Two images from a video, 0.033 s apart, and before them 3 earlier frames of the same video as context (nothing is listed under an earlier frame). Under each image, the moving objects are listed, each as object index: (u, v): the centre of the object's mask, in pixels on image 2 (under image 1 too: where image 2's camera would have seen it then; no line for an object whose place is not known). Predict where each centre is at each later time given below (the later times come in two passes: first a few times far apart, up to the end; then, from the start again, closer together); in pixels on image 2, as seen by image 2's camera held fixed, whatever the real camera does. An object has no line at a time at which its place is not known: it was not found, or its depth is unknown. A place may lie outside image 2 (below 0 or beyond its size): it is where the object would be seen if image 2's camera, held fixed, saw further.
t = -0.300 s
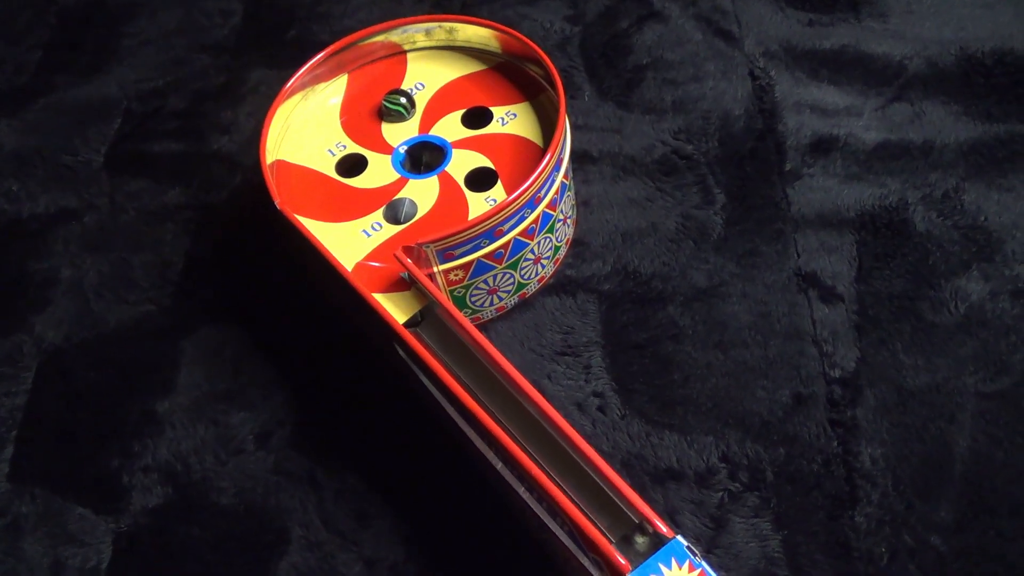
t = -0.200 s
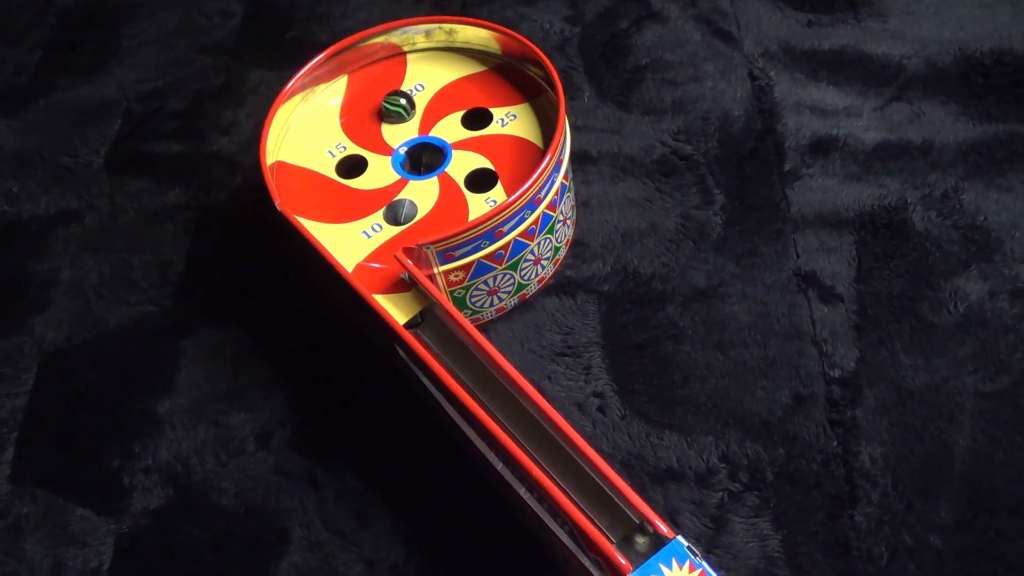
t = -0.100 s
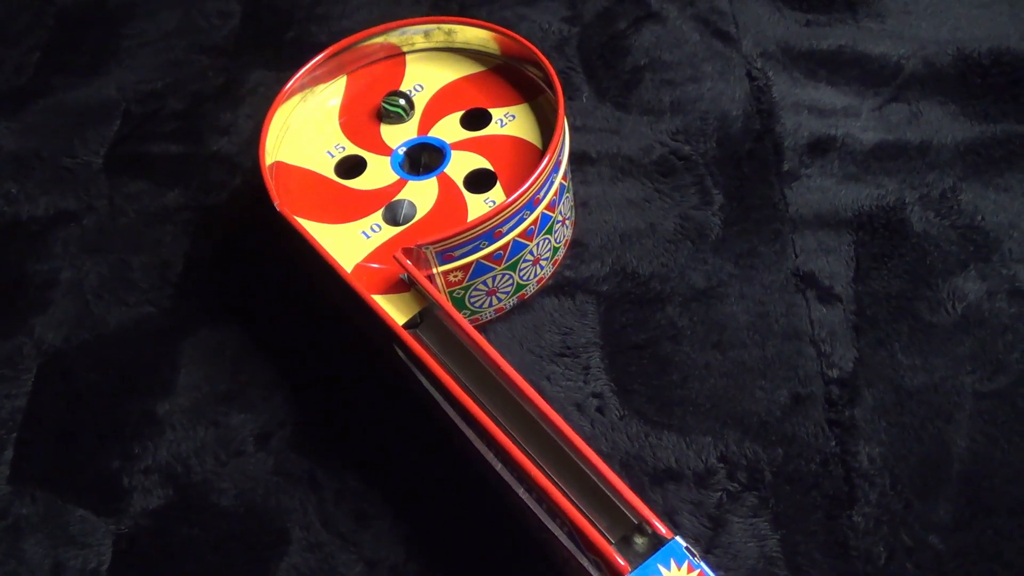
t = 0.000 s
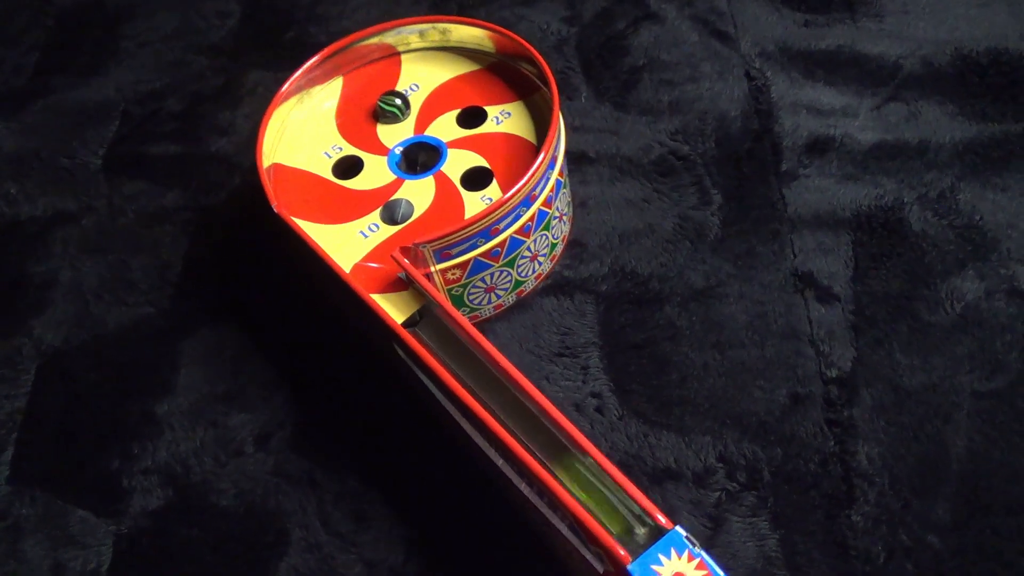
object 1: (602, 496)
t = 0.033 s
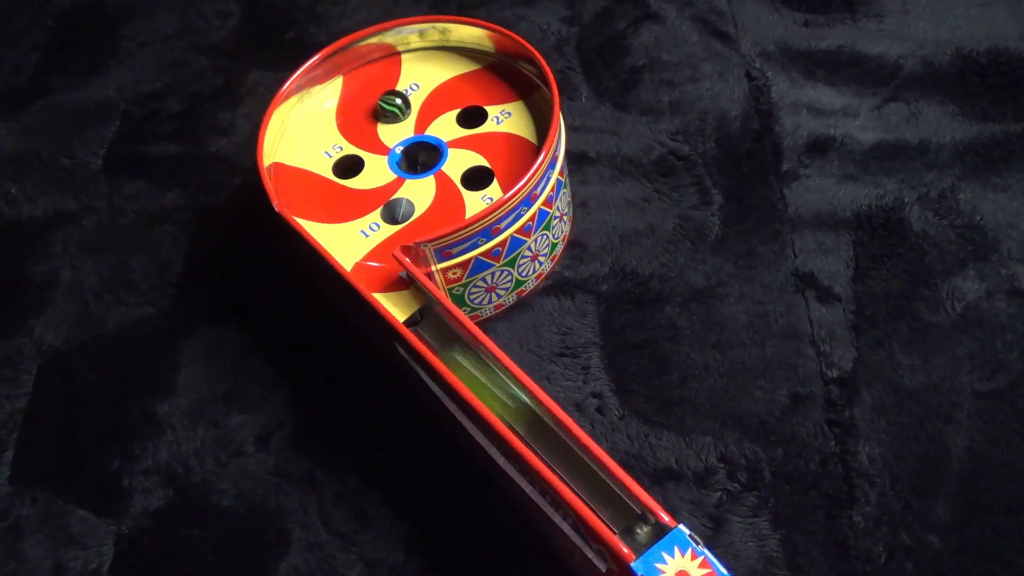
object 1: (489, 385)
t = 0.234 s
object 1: (310, 196)
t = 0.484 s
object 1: (347, 80)
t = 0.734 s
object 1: (495, 67)
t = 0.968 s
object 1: (521, 166)
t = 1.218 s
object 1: (393, 240)
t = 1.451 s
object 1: (295, 196)
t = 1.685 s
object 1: (327, 121)
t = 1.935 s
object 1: (368, 83)
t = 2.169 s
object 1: (385, 74)
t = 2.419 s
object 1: (420, 79)
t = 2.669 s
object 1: (469, 112)
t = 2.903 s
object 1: (470, 112)
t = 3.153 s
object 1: (470, 112)
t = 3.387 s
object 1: (470, 112)
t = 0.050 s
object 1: (435, 335)
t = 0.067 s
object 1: (404, 297)
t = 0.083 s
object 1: (392, 286)
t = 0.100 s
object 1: (382, 276)
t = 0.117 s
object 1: (373, 270)
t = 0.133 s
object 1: (360, 257)
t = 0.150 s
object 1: (348, 246)
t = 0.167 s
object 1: (338, 236)
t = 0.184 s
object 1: (329, 225)
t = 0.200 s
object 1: (320, 214)
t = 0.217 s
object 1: (315, 204)
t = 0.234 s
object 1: (310, 196)
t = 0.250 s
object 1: (301, 187)
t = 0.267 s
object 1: (297, 178)
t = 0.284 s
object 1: (292, 167)
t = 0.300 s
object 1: (288, 157)
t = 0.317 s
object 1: (290, 149)
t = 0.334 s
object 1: (293, 142)
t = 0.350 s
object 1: (296, 134)
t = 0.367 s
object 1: (300, 126)
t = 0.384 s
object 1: (306, 116)
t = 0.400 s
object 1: (312, 110)
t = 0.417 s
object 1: (318, 103)
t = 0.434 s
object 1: (325, 96)
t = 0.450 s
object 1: (332, 90)
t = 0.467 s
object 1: (340, 84)
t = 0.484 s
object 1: (347, 80)
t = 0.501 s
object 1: (355, 73)
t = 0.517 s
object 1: (363, 68)
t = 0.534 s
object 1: (374, 66)
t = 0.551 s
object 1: (385, 63)
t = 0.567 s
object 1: (394, 60)
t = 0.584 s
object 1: (403, 57)
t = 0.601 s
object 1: (414, 56)
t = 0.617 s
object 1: (423, 56)
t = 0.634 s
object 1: (434, 56)
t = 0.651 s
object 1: (443, 56)
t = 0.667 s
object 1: (456, 57)
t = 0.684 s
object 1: (466, 59)
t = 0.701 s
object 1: (478, 62)
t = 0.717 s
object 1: (487, 64)
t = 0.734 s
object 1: (495, 67)
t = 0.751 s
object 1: (504, 72)
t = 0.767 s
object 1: (511, 77)
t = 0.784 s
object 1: (519, 80)
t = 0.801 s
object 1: (522, 86)
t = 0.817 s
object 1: (533, 97)
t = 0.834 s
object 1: (536, 111)
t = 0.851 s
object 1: (539, 111)
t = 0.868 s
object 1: (539, 116)
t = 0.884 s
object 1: (538, 125)
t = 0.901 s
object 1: (536, 135)
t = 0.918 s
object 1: (533, 142)
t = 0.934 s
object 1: (530, 151)
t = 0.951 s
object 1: (526, 159)
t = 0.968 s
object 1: (521, 166)
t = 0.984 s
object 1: (516, 174)
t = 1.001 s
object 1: (511, 180)
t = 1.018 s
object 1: (505, 185)
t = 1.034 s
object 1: (498, 192)
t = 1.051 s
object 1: (491, 197)
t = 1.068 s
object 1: (481, 203)
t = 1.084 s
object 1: (471, 209)
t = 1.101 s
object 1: (460, 215)
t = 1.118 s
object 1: (450, 220)
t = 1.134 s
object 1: (442, 223)
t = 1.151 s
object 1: (434, 225)
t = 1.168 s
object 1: (421, 230)
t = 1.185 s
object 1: (411, 233)
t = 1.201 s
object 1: (401, 238)
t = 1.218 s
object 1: (393, 240)
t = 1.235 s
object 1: (384, 242)
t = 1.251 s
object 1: (376, 242)
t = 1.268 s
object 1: (365, 241)
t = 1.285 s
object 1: (355, 240)
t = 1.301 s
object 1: (348, 236)
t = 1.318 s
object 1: (340, 233)
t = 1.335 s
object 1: (333, 229)
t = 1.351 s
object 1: (326, 224)
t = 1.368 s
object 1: (319, 219)
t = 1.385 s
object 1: (313, 214)
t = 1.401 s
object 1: (307, 209)
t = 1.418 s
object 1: (302, 205)
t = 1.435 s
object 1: (298, 201)
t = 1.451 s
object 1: (295, 196)
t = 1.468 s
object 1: (293, 190)
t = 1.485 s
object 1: (290, 184)
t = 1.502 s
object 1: (288, 179)
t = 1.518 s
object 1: (288, 174)
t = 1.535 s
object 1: (289, 168)
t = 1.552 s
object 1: (291, 162)
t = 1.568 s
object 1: (293, 156)
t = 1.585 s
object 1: (295, 151)
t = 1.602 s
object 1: (300, 146)
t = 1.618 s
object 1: (304, 141)
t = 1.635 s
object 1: (310, 135)
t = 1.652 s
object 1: (316, 129)
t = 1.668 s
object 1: (321, 125)
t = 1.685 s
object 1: (327, 121)
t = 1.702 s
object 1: (333, 117)
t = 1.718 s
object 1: (339, 115)
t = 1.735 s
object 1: (347, 109)
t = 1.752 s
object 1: (352, 106)
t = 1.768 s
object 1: (357, 102)
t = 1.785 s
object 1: (358, 100)
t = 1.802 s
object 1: (359, 97)
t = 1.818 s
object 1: (360, 95)
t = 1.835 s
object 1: (360, 93)
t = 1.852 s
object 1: (362, 91)
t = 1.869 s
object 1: (363, 89)
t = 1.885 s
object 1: (364, 87)
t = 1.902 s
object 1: (365, 86)
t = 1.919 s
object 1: (367, 85)
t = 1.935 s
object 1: (368, 83)
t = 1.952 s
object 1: (369, 83)
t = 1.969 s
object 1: (370, 82)
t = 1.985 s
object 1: (372, 81)
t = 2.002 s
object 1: (373, 81)
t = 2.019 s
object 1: (374, 80)
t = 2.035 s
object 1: (375, 78)
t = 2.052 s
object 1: (376, 78)
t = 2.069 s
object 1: (378, 77)
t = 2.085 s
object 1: (379, 76)
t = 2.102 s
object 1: (380, 76)
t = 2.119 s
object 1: (382, 75)
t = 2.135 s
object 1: (383, 75)
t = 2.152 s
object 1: (384, 75)
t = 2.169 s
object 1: (385, 74)
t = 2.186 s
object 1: (387, 74)
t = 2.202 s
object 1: (389, 73)
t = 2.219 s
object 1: (390, 73)
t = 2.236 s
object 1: (391, 73)
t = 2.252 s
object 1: (393, 73)
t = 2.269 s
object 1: (395, 73)
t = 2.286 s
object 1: (397, 73)
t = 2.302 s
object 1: (400, 73)
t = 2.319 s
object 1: (402, 73)
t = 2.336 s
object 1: (404, 74)
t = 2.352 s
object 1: (407, 75)
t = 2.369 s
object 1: (410, 76)
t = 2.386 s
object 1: (413, 77)
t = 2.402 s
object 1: (417, 78)
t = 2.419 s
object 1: (420, 79)
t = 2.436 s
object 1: (425, 80)
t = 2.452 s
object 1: (427, 83)
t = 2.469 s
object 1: (432, 84)
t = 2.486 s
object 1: (437, 85)
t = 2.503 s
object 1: (441, 88)
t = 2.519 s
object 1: (444, 91)
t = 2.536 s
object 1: (449, 93)
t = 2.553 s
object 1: (451, 96)
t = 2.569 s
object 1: (456, 98)
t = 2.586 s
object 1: (461, 103)
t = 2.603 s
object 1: (467, 111)
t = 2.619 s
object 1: (469, 110)
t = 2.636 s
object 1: (469, 107)
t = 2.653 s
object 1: (469, 108)
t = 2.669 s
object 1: (469, 112)
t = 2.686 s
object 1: (469, 111)
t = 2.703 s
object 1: (468, 111)
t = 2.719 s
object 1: (469, 112)
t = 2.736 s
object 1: (469, 112)
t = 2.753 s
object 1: (469, 112)
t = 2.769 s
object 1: (470, 112)
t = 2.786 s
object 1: (470, 112)
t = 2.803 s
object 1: (470, 112)
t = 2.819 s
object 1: (470, 112)
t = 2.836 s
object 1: (470, 113)
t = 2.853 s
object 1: (470, 112)
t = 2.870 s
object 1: (470, 112)
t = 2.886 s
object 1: (470, 112)
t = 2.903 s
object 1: (470, 112)
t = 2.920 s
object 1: (470, 112)
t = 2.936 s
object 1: (470, 113)
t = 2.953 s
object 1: (470, 113)
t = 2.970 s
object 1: (470, 112)
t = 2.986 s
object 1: (470, 112)
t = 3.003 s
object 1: (469, 112)
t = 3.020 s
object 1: (470, 112)
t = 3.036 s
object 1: (470, 112)
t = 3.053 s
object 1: (470, 112)
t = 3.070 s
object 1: (470, 112)
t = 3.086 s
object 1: (470, 112)
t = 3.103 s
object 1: (470, 112)
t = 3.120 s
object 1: (470, 112)
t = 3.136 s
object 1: (470, 112)
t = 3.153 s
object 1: (470, 112)
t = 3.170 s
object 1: (470, 112)
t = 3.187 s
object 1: (470, 112)
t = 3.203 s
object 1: (470, 112)
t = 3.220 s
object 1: (470, 112)
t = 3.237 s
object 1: (470, 112)
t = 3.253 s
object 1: (470, 112)
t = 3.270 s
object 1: (470, 112)
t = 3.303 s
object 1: (470, 112)
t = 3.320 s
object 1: (470, 112)
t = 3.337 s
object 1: (470, 112)
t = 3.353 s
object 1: (470, 112)
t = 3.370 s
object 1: (470, 112)
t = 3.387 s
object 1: (470, 112)
